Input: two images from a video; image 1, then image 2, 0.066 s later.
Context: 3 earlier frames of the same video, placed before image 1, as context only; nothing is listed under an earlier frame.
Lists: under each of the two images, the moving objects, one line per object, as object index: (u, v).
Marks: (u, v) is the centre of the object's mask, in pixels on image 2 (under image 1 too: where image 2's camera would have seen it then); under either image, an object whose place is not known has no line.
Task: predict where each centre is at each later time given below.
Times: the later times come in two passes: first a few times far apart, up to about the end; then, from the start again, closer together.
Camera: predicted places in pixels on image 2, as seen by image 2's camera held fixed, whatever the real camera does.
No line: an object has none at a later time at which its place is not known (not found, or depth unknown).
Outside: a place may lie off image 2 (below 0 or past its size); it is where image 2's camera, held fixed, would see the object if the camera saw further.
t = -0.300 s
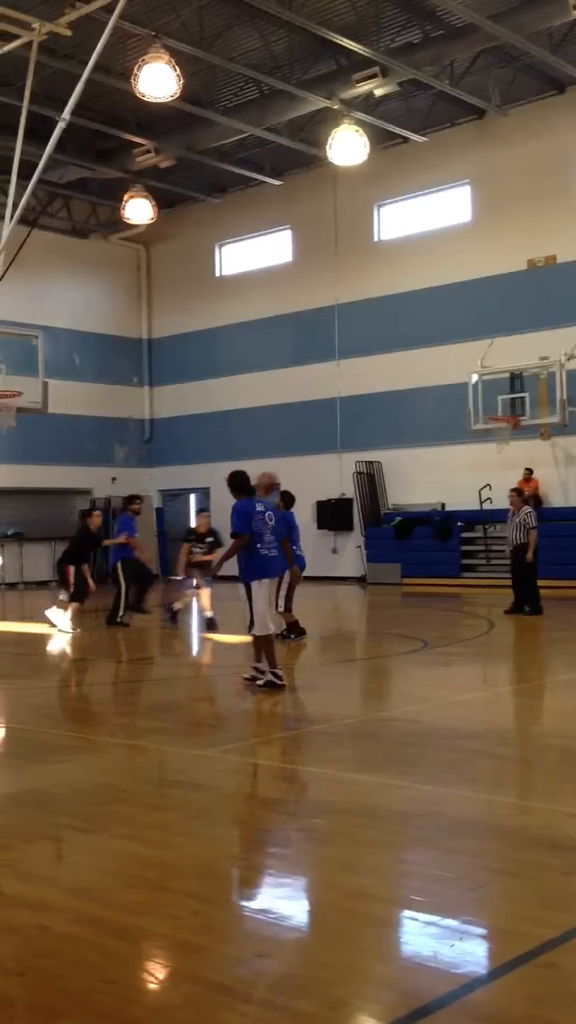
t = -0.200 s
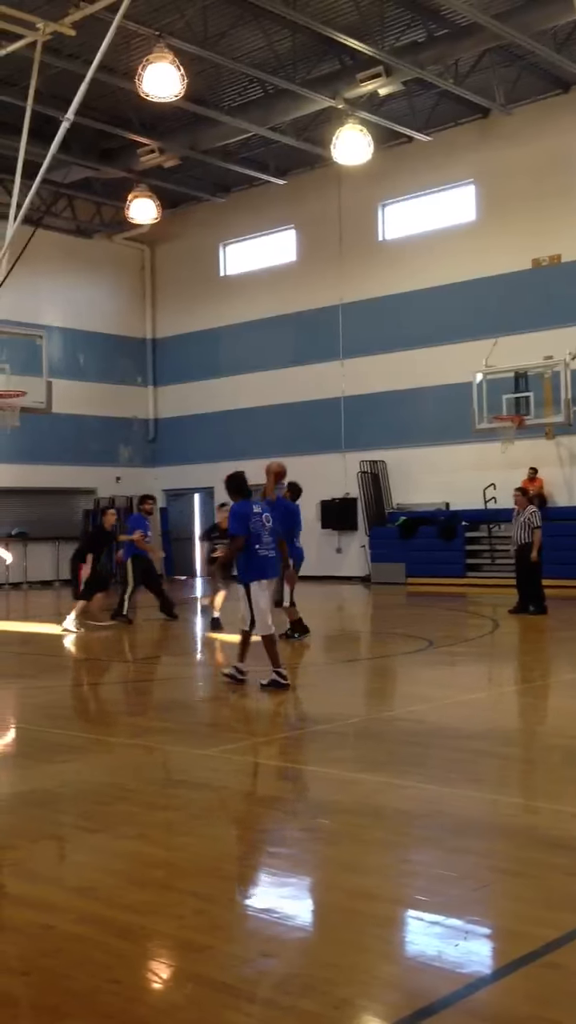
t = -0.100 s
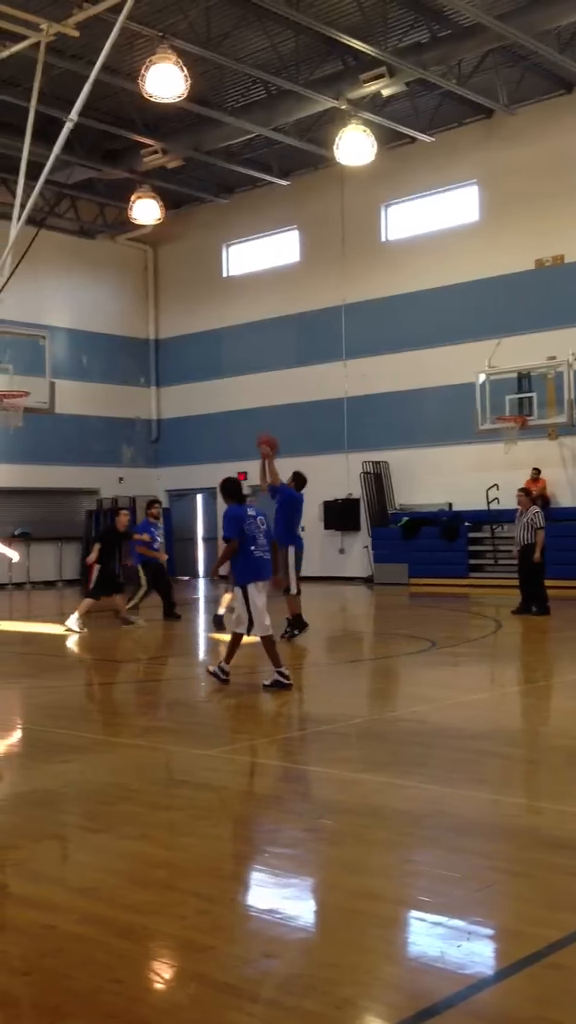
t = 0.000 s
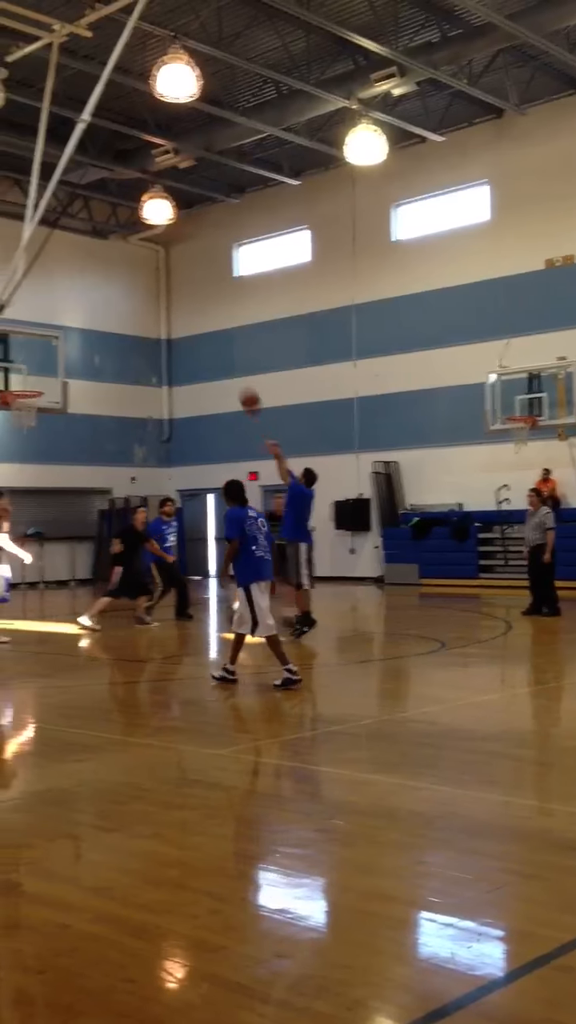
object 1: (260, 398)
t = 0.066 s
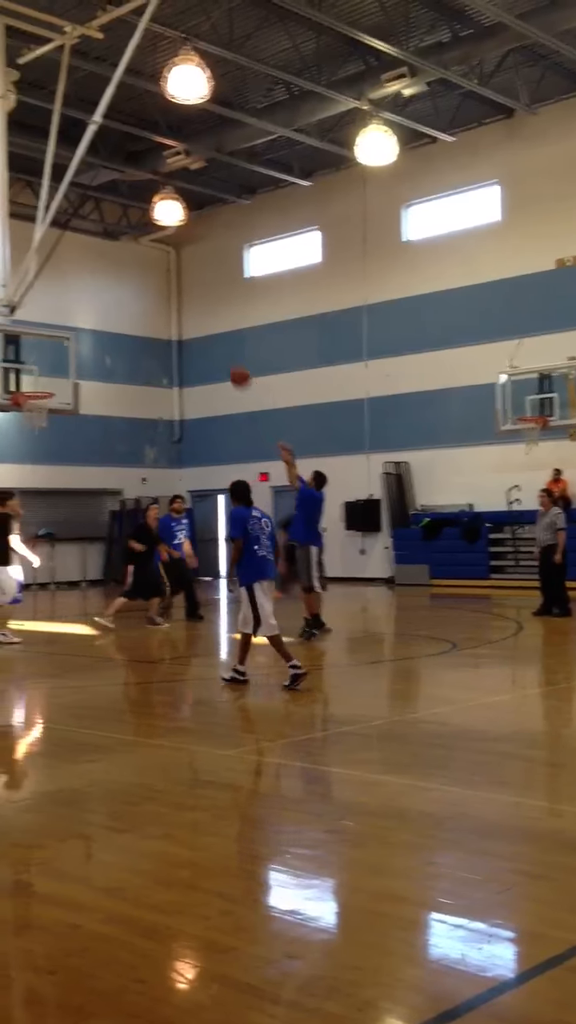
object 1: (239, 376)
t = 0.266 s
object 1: (180, 329)
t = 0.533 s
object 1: (109, 320)
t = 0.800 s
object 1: (43, 365)
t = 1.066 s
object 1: (50, 406)
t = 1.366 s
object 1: (36, 428)
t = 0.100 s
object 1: (229, 367)
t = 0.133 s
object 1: (219, 357)
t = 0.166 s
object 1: (209, 349)
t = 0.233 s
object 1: (189, 335)
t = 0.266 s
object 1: (180, 329)
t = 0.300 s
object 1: (170, 325)
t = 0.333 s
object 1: (161, 322)
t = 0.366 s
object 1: (152, 319)
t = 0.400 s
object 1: (143, 318)
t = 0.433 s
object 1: (134, 317)
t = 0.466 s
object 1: (125, 317)
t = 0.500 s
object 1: (117, 318)
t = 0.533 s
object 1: (109, 320)
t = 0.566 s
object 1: (100, 323)
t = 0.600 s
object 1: (91, 326)
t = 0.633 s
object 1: (83, 330)
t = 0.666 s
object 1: (76, 336)
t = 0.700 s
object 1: (68, 342)
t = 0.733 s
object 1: (59, 349)
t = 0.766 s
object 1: (51, 357)
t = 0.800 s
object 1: (43, 365)
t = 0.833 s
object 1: (36, 375)
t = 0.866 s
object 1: (28, 383)
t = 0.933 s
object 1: (35, 399)
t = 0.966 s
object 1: (35, 402)
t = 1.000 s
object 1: (43, 407)
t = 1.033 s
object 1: (46, 406)
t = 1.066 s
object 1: (50, 406)
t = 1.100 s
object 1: (50, 406)
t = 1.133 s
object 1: (50, 407)
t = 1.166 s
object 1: (50, 408)
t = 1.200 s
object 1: (49, 409)
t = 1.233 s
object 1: (48, 411)
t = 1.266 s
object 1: (46, 416)
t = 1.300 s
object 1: (43, 418)
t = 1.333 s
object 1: (39, 422)
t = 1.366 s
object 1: (36, 428)
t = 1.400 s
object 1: (34, 433)
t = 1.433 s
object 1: (31, 440)
